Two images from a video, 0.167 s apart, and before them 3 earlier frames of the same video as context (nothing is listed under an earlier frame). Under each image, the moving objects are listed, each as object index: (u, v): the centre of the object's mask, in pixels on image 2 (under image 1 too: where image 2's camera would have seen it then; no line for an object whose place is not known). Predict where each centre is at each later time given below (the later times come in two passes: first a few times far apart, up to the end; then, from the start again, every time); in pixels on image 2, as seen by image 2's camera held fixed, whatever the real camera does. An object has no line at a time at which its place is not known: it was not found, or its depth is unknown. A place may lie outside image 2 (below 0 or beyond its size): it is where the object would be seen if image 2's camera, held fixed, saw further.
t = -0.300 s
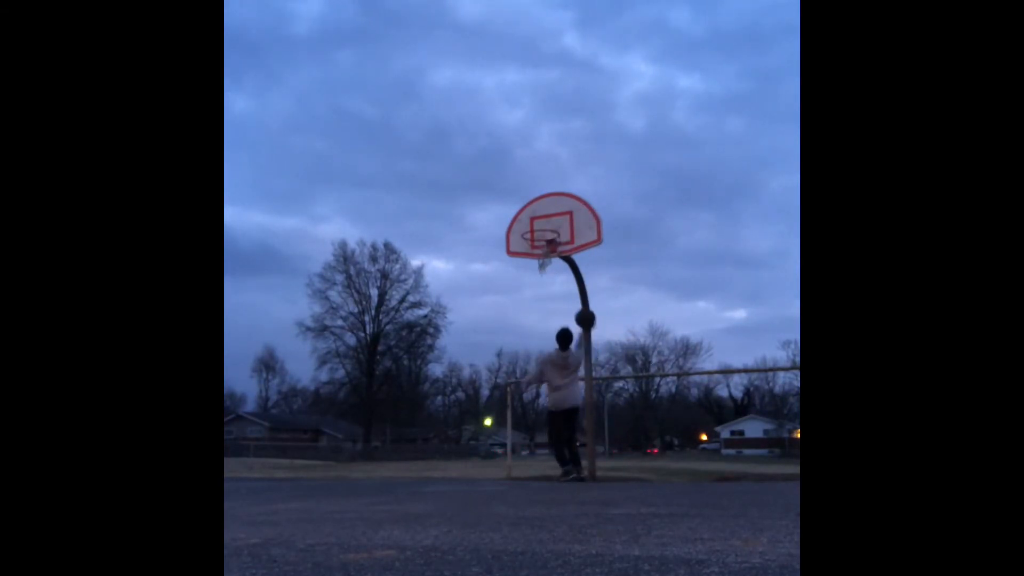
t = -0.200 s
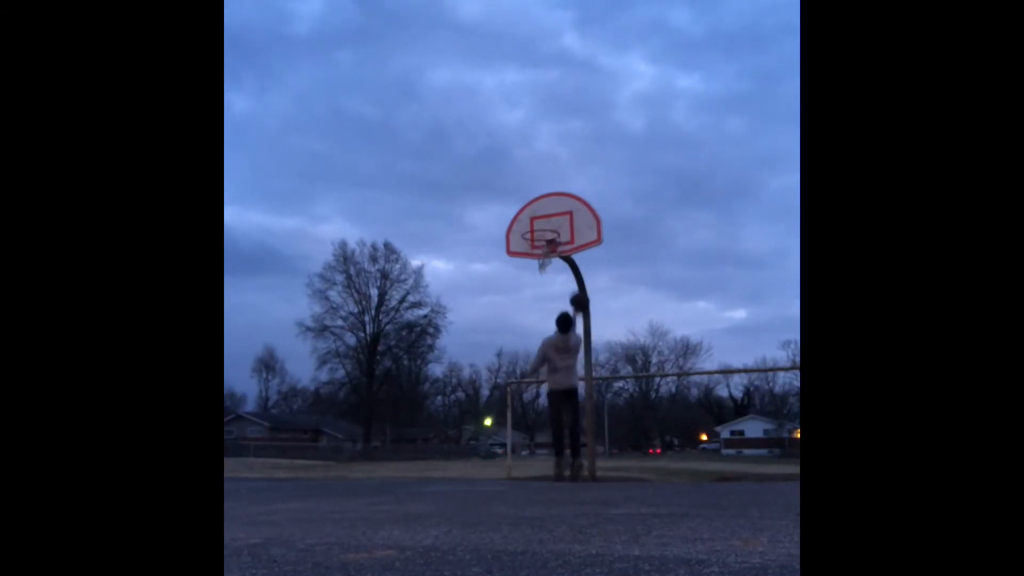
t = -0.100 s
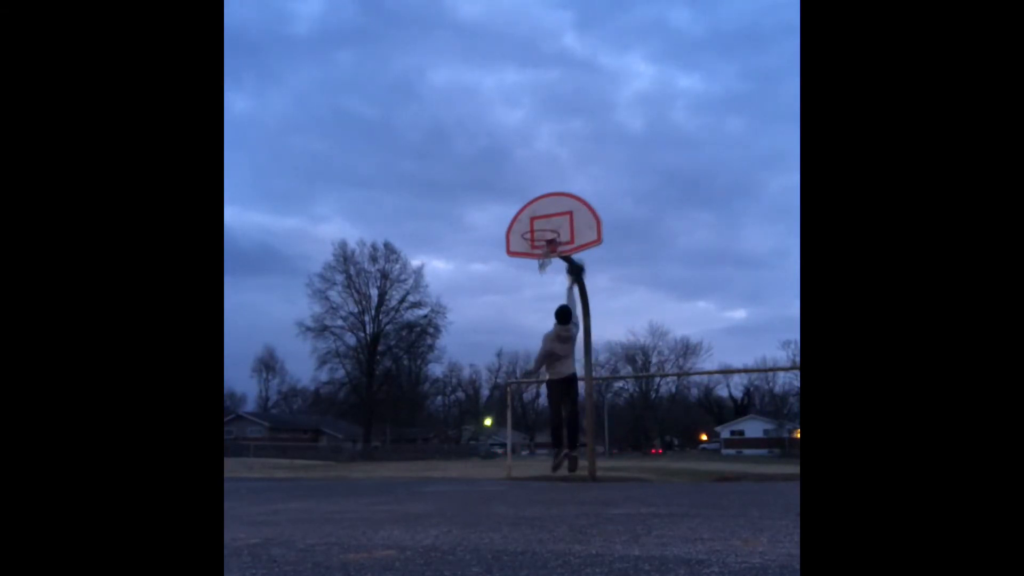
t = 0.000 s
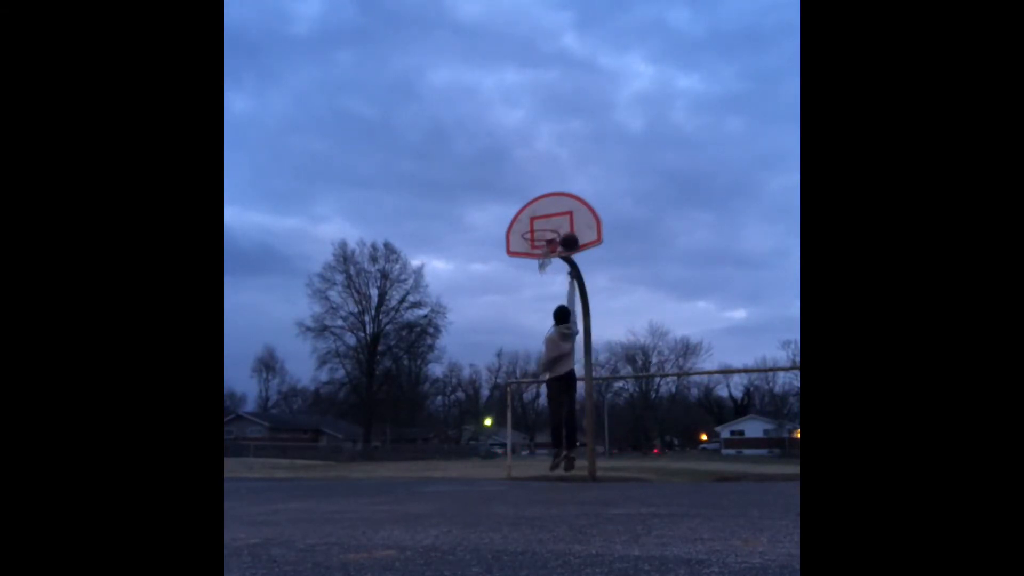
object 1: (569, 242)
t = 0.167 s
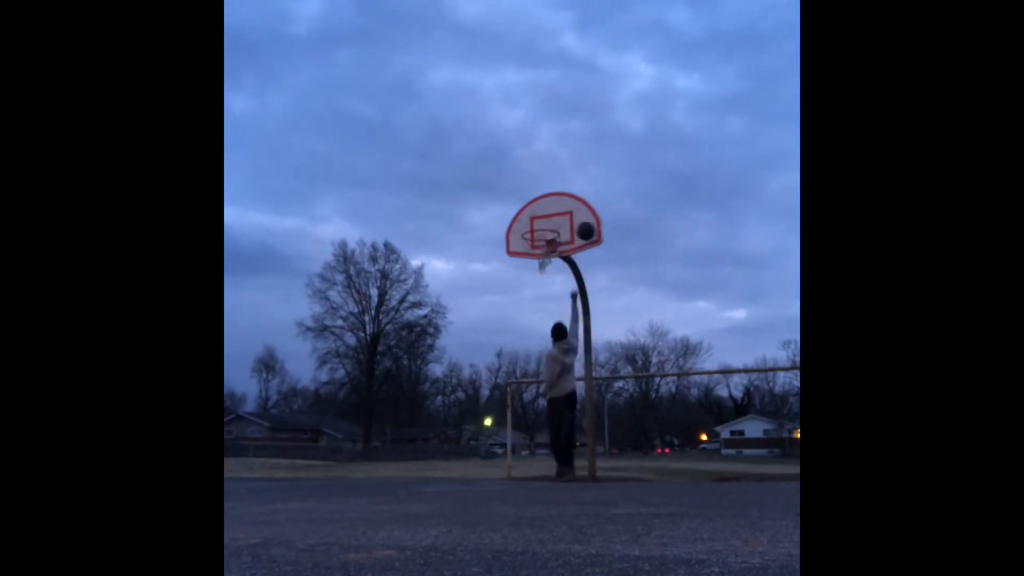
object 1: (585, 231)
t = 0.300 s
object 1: (605, 240)
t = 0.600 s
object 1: (649, 308)
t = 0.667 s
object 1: (659, 330)
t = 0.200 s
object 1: (591, 233)
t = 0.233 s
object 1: (595, 234)
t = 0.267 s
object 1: (600, 236)
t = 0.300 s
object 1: (605, 240)
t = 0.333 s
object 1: (609, 244)
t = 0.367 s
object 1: (614, 249)
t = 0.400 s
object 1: (619, 255)
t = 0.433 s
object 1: (624, 261)
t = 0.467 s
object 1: (629, 268)
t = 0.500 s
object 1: (634, 277)
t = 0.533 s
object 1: (639, 286)
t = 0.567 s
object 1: (644, 296)
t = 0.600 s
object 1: (649, 308)
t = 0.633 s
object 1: (654, 319)
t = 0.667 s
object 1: (659, 330)
